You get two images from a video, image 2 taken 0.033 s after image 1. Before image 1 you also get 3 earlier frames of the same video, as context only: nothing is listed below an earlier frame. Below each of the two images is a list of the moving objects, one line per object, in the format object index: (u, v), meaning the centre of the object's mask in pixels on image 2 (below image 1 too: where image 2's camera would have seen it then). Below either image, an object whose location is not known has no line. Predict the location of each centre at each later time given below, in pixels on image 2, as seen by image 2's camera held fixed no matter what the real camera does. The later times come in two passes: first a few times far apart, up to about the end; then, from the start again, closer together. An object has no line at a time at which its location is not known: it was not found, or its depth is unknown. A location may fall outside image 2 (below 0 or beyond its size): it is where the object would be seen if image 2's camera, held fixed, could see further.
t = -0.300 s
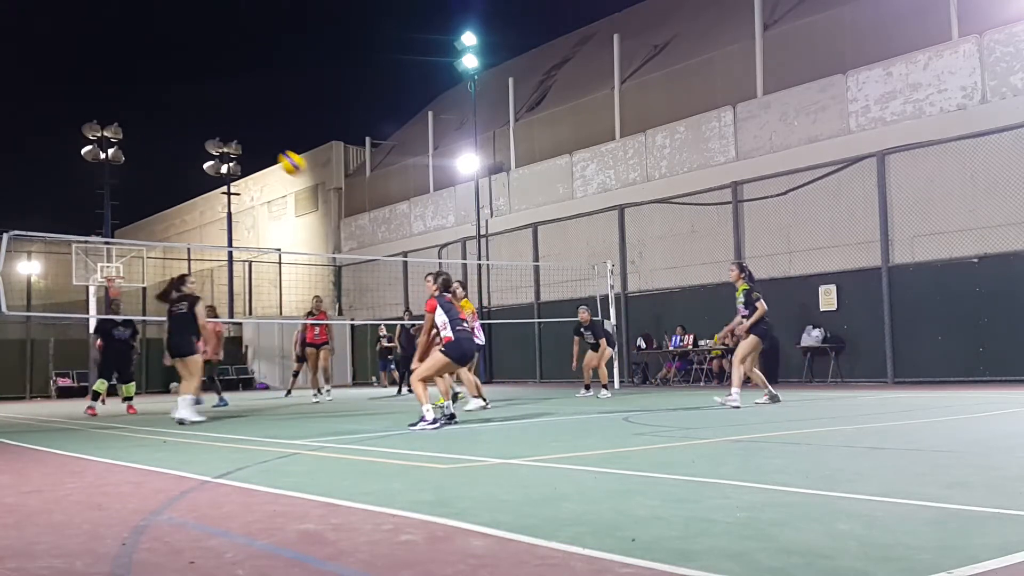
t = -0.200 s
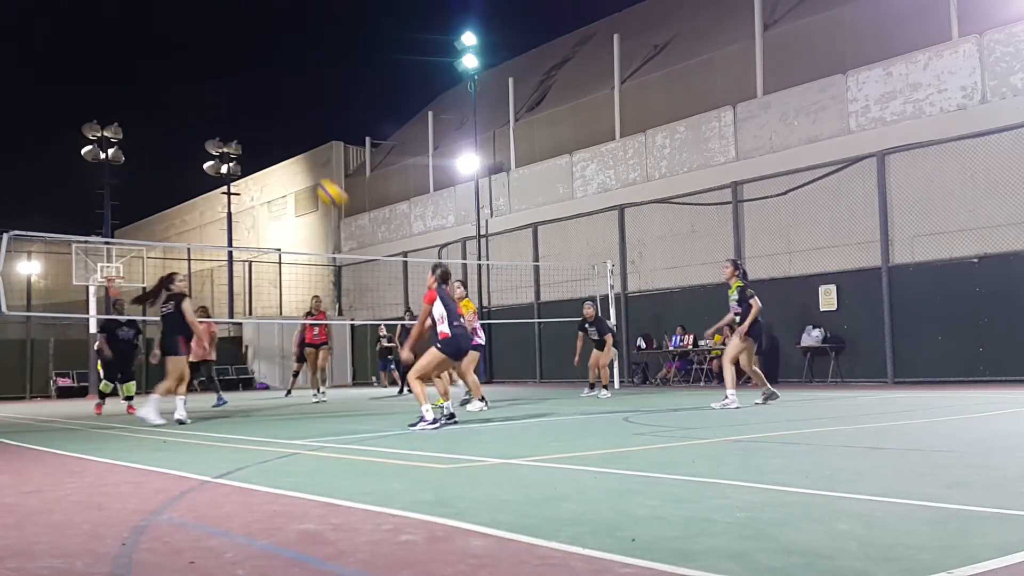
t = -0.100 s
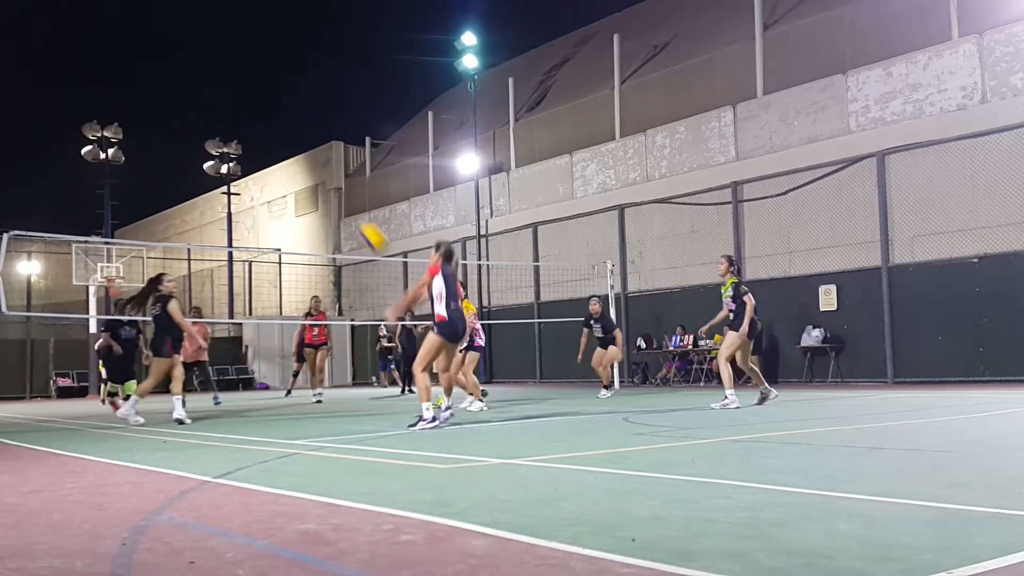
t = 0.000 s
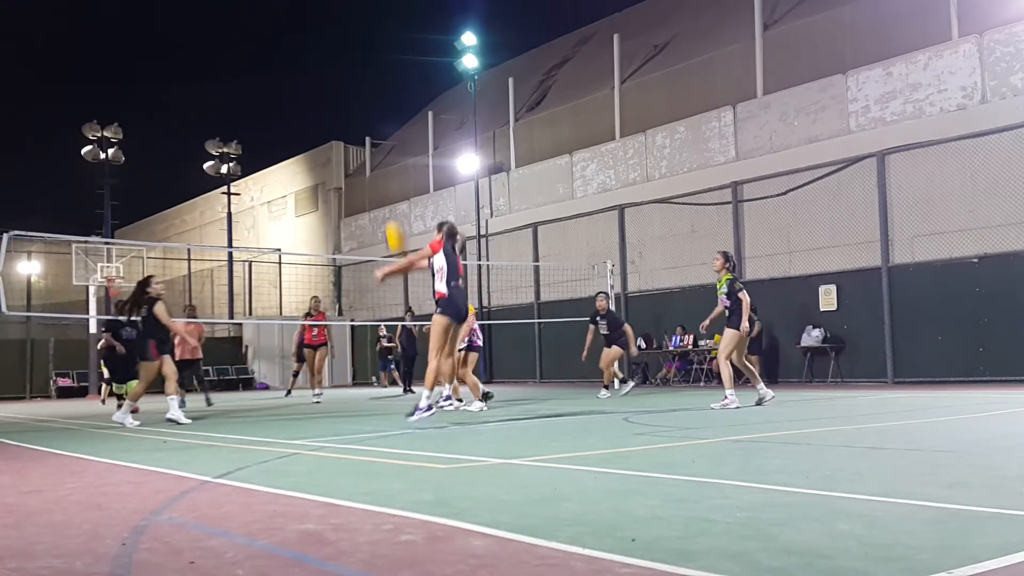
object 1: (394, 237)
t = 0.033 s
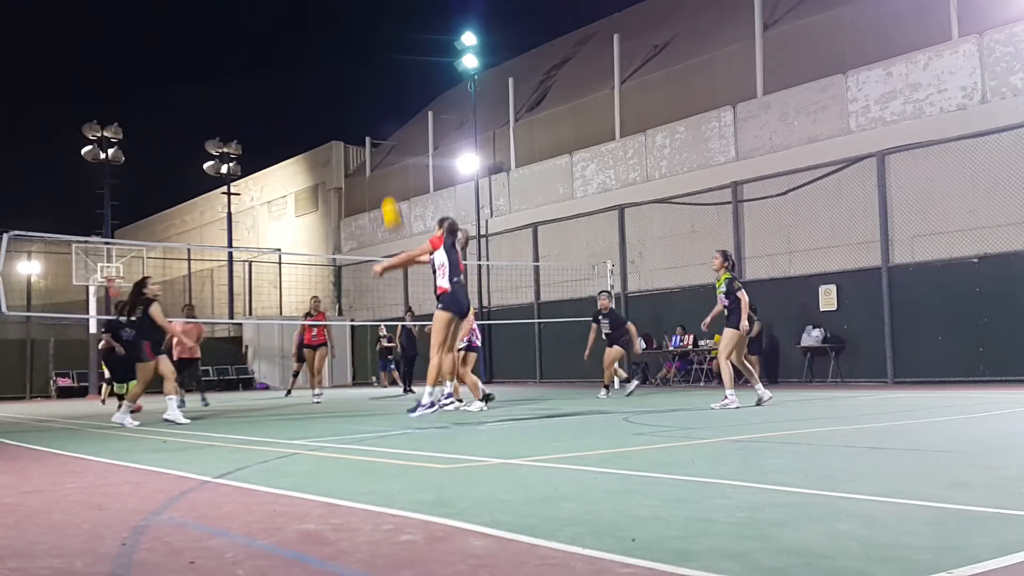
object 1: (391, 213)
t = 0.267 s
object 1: (370, 94)
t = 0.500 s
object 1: (353, 42)
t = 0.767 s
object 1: (338, 49)
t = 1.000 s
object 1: (329, 106)
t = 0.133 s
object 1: (382, 153)
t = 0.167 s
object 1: (379, 136)
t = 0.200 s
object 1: (376, 121)
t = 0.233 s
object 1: (373, 106)
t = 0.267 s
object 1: (370, 94)
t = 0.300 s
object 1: (367, 82)
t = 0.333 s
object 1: (364, 73)
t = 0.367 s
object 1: (362, 64)
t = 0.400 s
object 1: (359, 57)
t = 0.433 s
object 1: (357, 51)
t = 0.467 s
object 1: (355, 45)
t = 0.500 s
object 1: (353, 42)
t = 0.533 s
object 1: (350, 39)
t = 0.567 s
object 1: (348, 37)
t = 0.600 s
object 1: (346, 37)
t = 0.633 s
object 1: (345, 37)
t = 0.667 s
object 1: (343, 39)
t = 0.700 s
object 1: (341, 41)
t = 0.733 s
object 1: (339, 44)
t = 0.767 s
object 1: (338, 49)
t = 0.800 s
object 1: (337, 55)
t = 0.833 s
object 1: (335, 61)
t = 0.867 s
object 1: (334, 69)
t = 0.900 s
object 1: (332, 76)
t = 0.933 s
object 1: (331, 85)
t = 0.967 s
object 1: (330, 96)
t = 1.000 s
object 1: (329, 106)
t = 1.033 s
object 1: (327, 119)
